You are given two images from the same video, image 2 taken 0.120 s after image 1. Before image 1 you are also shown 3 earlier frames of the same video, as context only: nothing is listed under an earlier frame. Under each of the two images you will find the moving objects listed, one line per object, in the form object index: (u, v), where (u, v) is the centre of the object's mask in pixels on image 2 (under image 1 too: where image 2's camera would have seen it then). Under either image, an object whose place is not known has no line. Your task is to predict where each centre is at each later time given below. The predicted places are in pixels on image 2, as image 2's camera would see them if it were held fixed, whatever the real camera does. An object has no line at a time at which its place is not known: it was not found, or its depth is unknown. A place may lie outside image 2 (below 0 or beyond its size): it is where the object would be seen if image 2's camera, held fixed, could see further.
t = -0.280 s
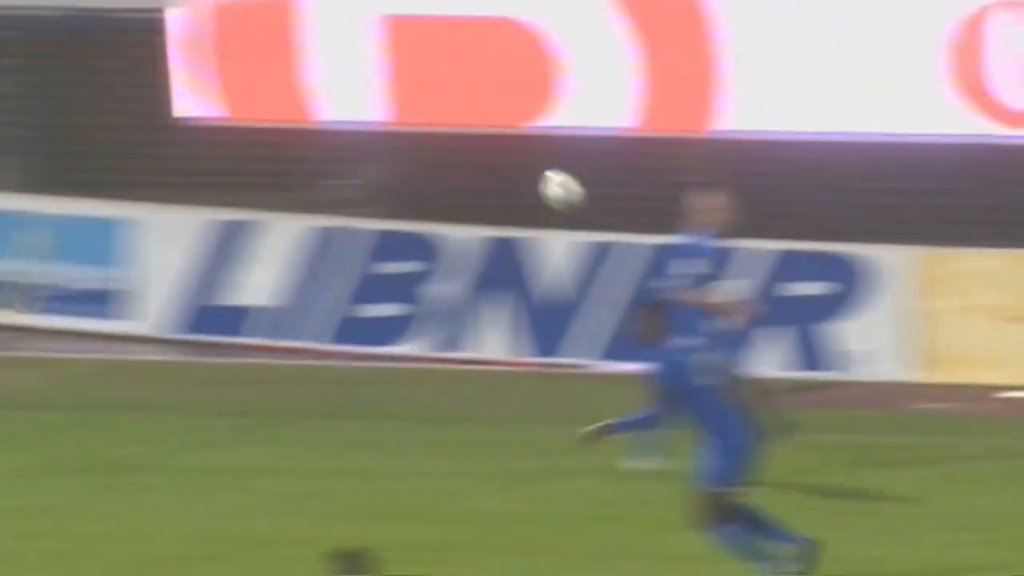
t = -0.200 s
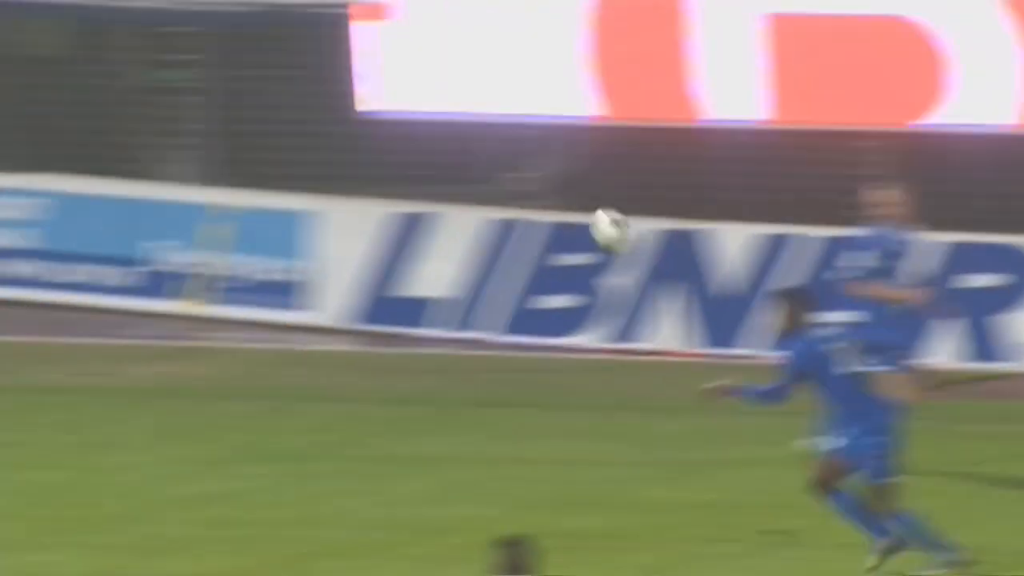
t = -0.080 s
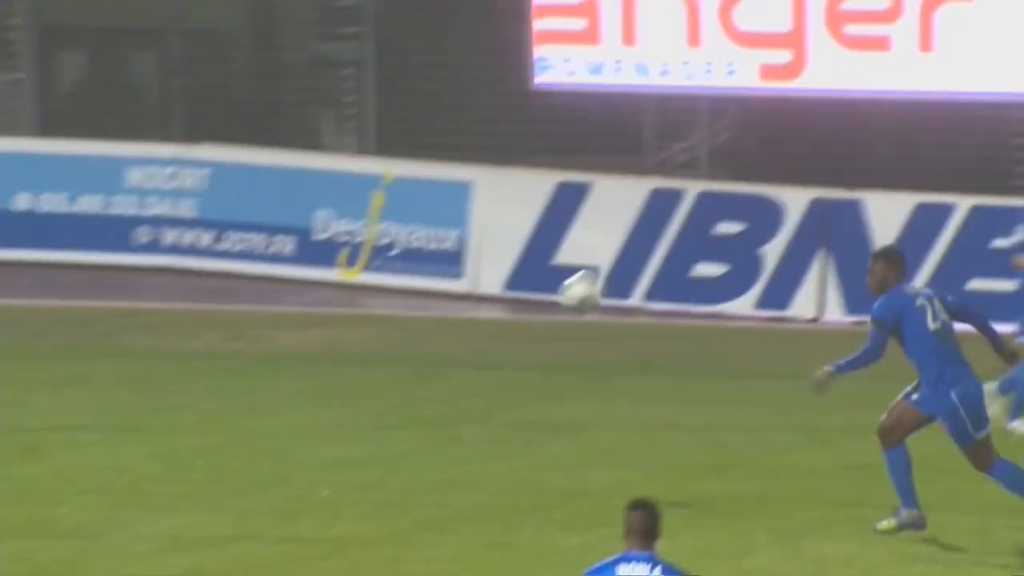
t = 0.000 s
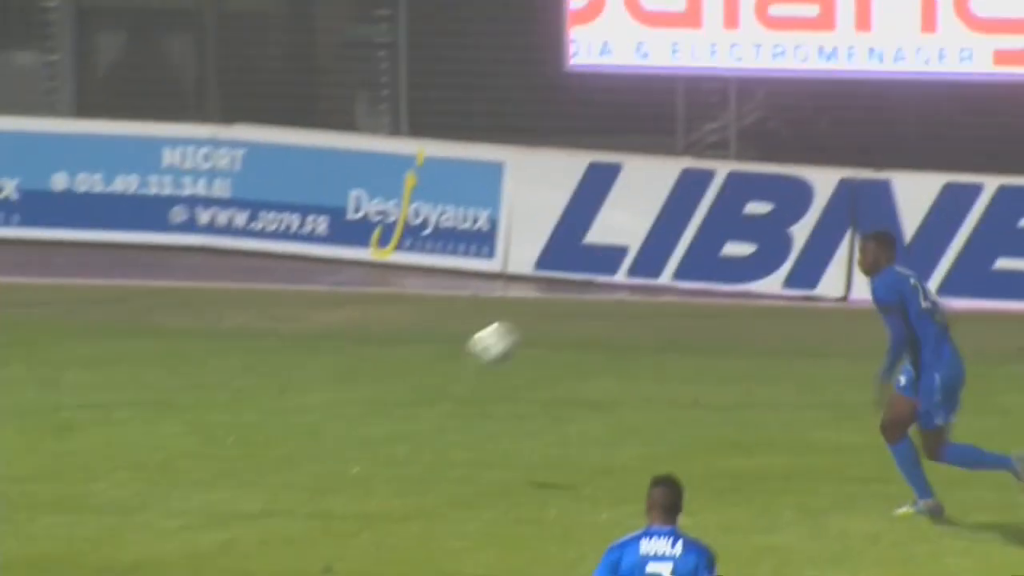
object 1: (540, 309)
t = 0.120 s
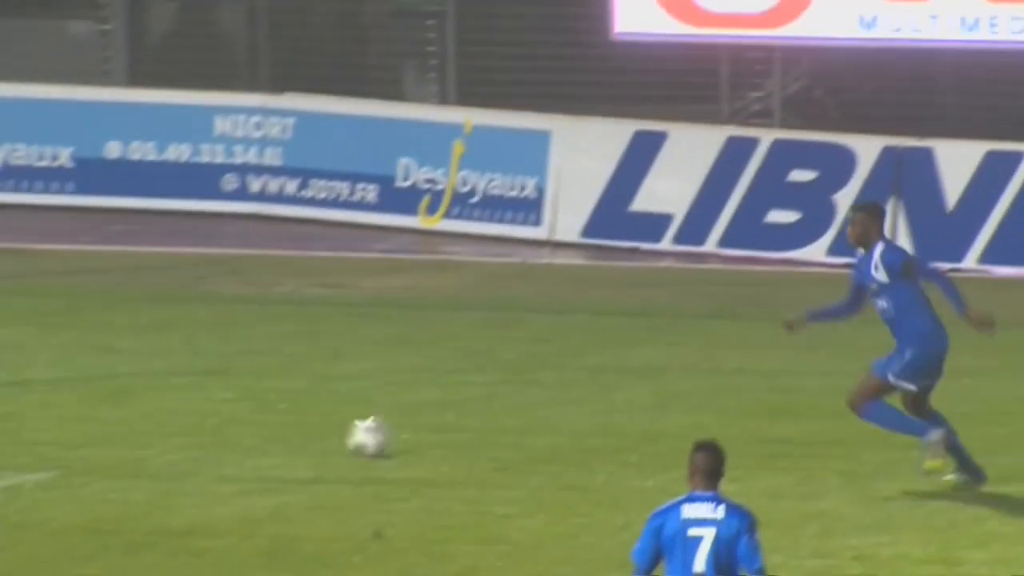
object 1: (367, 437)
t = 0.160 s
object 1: (322, 424)
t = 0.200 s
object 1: (275, 412)
